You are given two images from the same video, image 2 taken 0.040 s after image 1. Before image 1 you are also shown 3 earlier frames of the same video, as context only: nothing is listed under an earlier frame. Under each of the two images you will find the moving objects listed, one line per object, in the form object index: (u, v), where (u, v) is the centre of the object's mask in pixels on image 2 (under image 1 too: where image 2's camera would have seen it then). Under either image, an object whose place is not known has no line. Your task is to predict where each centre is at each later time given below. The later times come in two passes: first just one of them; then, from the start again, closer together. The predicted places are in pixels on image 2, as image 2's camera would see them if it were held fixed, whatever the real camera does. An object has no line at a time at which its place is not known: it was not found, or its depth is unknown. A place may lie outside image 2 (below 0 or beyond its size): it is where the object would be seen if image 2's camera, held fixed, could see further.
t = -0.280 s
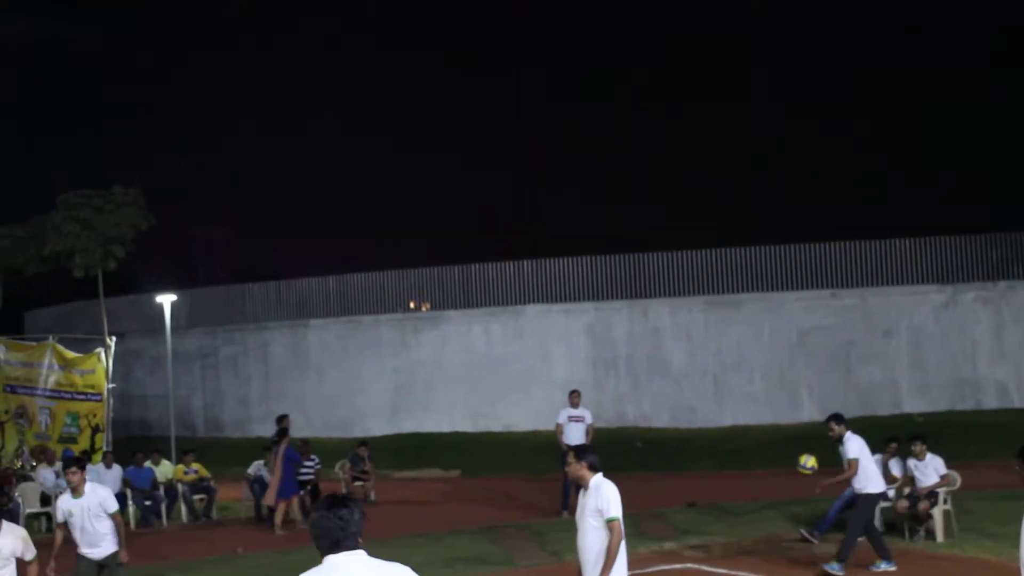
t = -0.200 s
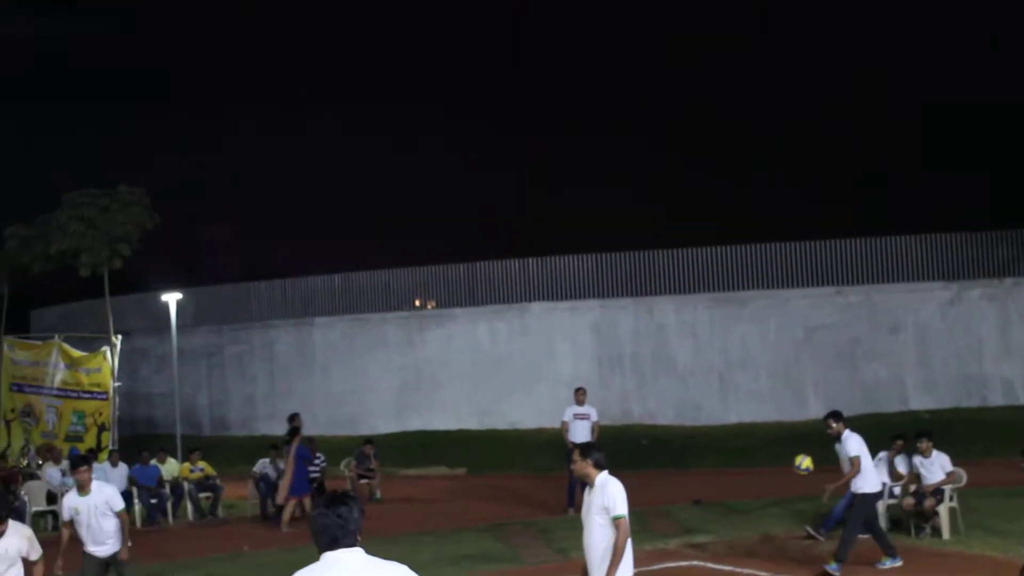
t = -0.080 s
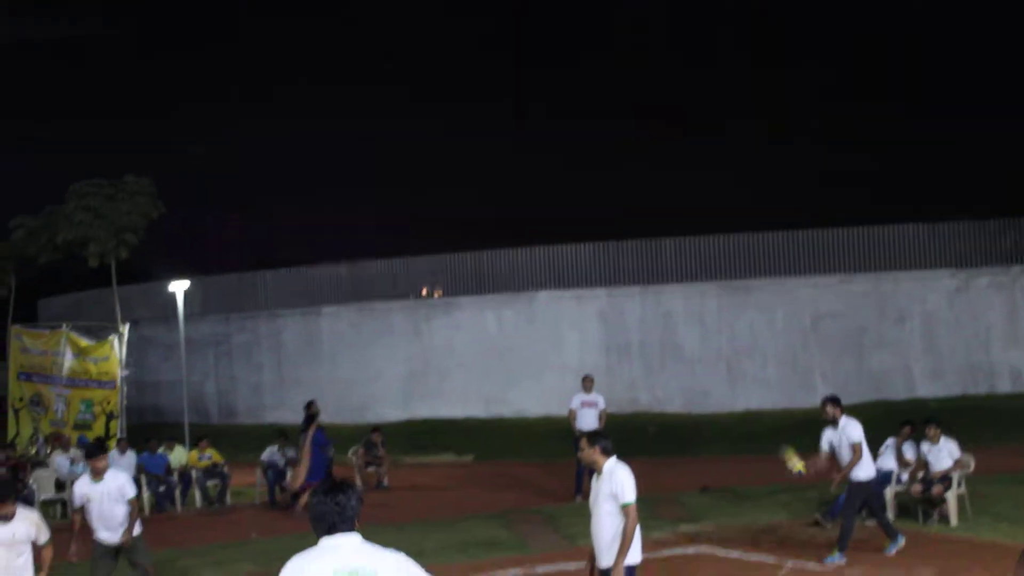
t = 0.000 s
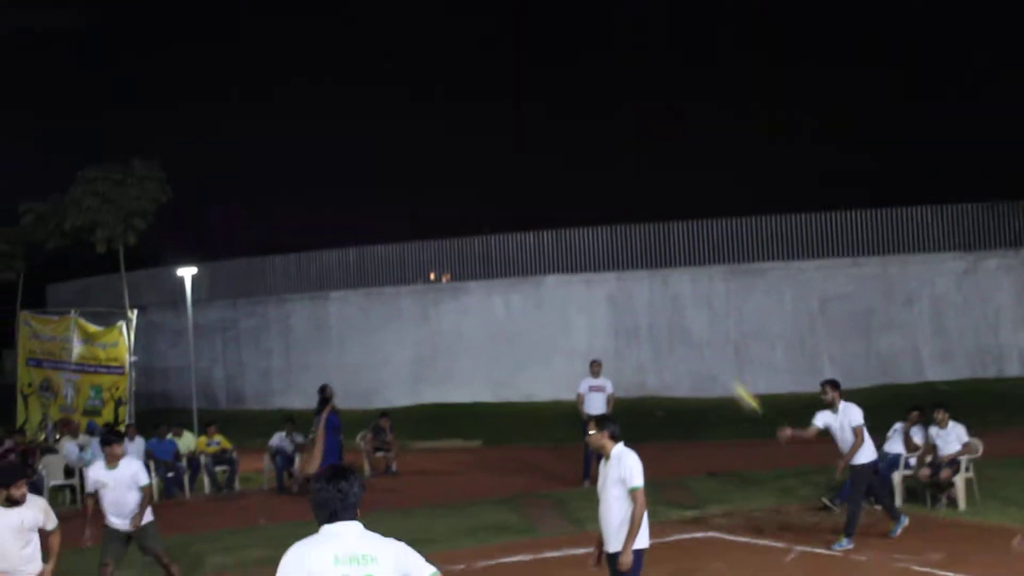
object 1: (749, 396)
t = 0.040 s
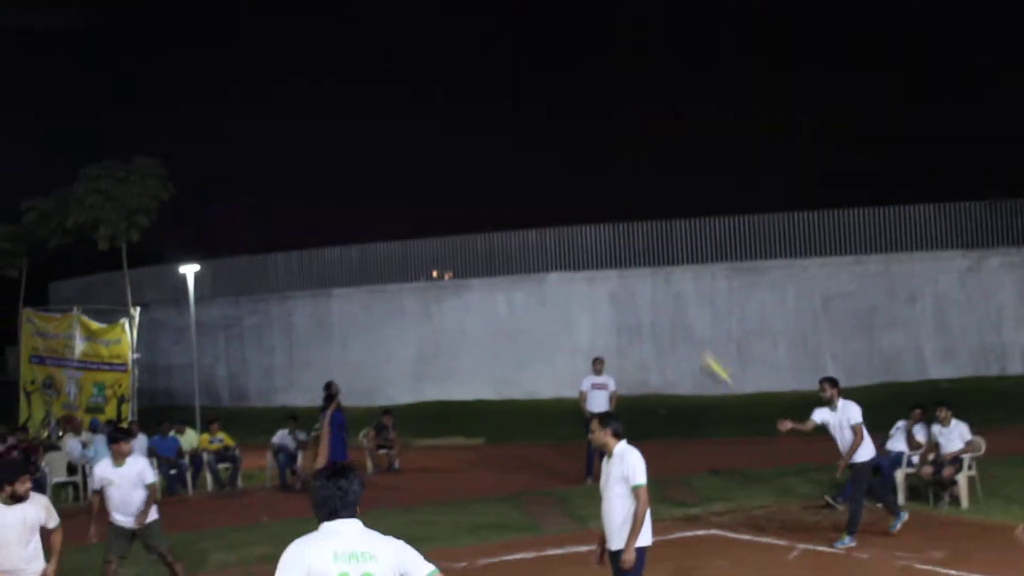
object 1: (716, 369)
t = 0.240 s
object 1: (543, 248)
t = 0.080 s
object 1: (685, 345)
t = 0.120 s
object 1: (651, 320)
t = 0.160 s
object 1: (616, 296)
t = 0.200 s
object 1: (580, 271)
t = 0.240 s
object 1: (543, 248)
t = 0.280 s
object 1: (503, 227)
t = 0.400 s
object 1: (377, 167)
